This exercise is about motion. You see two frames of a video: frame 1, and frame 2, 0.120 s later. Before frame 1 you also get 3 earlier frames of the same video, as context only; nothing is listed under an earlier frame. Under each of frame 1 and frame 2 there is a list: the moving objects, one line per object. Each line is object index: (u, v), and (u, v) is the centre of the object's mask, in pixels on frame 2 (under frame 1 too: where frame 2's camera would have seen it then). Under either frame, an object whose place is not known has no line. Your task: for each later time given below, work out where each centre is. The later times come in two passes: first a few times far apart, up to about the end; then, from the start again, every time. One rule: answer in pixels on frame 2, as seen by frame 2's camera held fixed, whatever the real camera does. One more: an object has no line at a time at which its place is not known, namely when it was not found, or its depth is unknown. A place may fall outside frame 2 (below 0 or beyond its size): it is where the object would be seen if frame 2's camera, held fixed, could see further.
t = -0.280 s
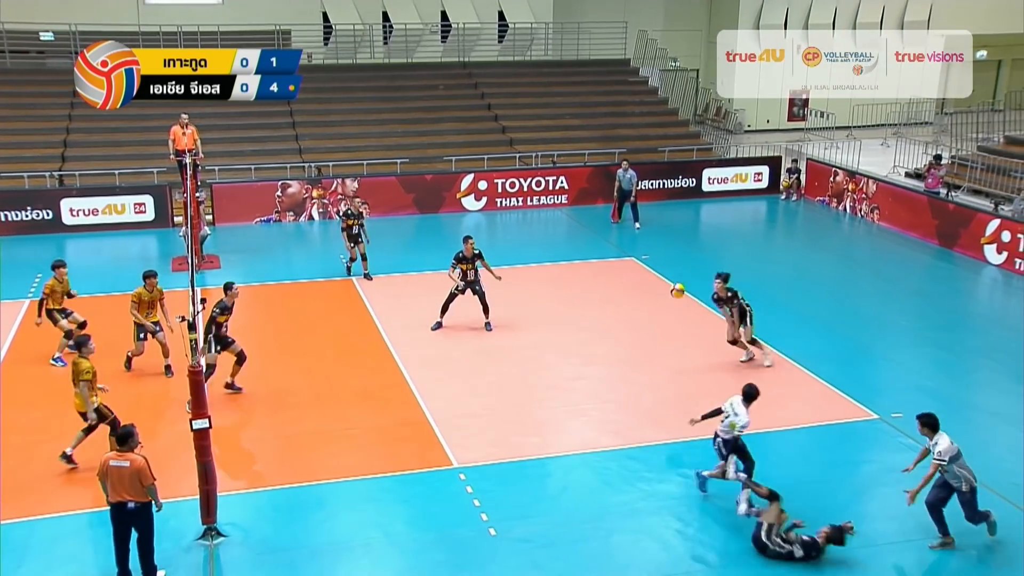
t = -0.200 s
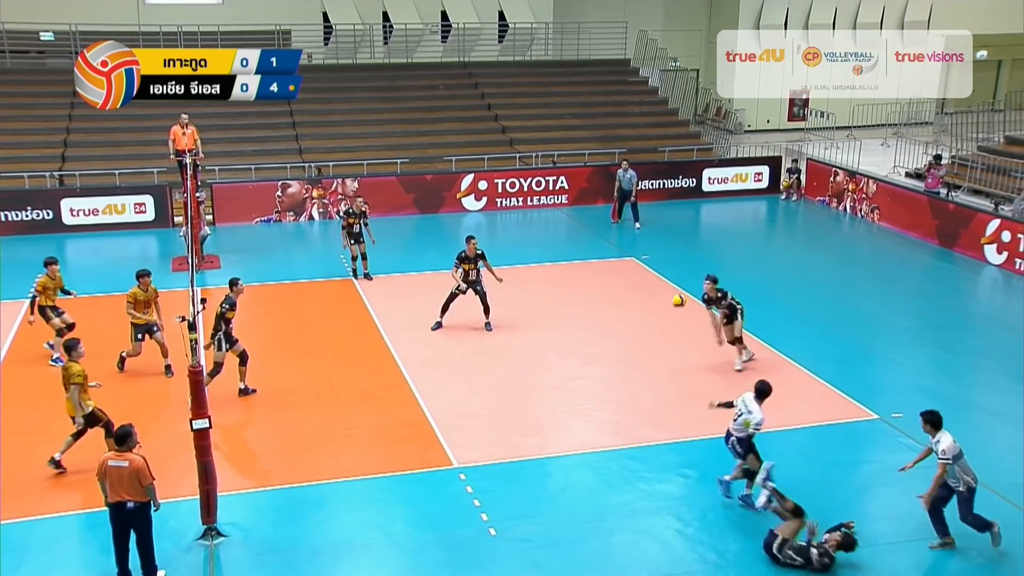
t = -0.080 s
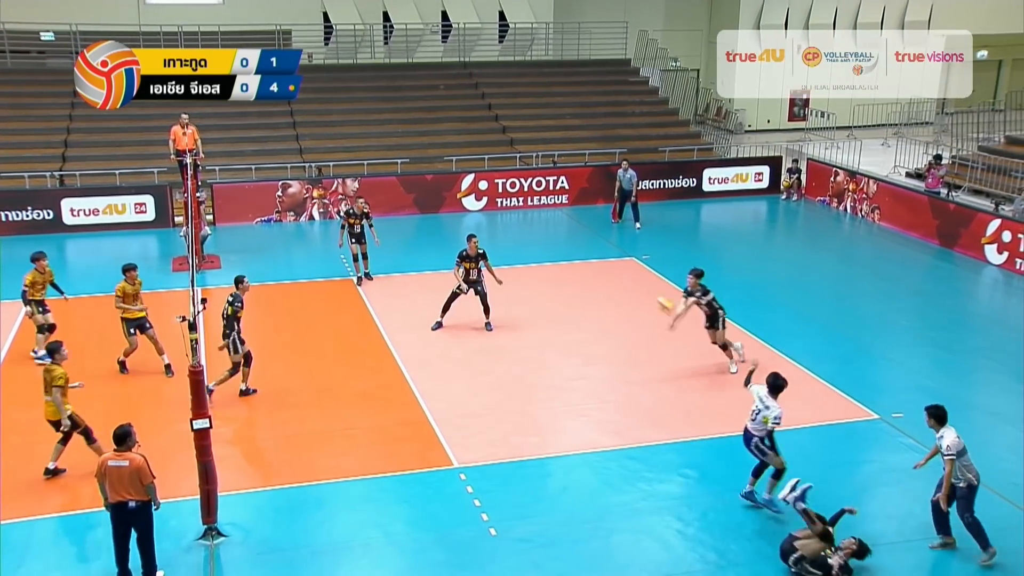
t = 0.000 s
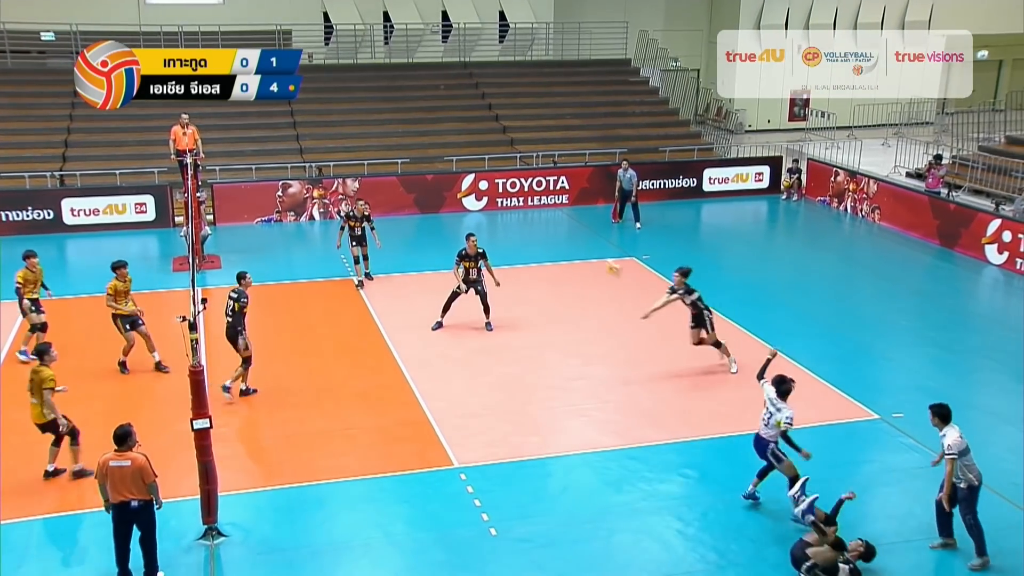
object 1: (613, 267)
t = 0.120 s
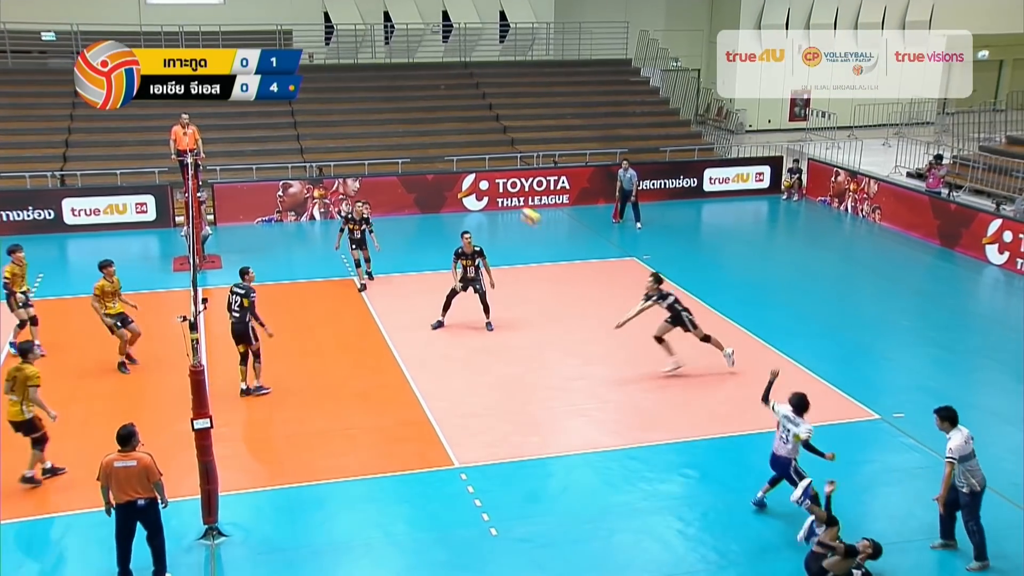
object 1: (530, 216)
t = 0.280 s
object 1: (418, 161)
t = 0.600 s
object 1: (194, 101)
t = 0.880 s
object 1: (6, 105)
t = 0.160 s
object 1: (501, 201)
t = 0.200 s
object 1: (476, 187)
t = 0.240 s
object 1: (447, 174)
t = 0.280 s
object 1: (418, 161)
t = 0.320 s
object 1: (391, 150)
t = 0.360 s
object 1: (363, 140)
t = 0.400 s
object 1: (336, 130)
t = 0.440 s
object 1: (307, 122)
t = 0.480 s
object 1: (279, 115)
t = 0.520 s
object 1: (251, 110)
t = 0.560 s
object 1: (222, 105)
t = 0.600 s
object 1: (194, 101)
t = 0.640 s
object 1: (166, 99)
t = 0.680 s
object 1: (139, 97)
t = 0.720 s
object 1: (113, 96)
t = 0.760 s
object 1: (86, 97)
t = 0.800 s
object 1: (59, 99)
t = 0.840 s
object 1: (32, 101)
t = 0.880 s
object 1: (6, 105)
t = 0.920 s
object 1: (-21, 111)
